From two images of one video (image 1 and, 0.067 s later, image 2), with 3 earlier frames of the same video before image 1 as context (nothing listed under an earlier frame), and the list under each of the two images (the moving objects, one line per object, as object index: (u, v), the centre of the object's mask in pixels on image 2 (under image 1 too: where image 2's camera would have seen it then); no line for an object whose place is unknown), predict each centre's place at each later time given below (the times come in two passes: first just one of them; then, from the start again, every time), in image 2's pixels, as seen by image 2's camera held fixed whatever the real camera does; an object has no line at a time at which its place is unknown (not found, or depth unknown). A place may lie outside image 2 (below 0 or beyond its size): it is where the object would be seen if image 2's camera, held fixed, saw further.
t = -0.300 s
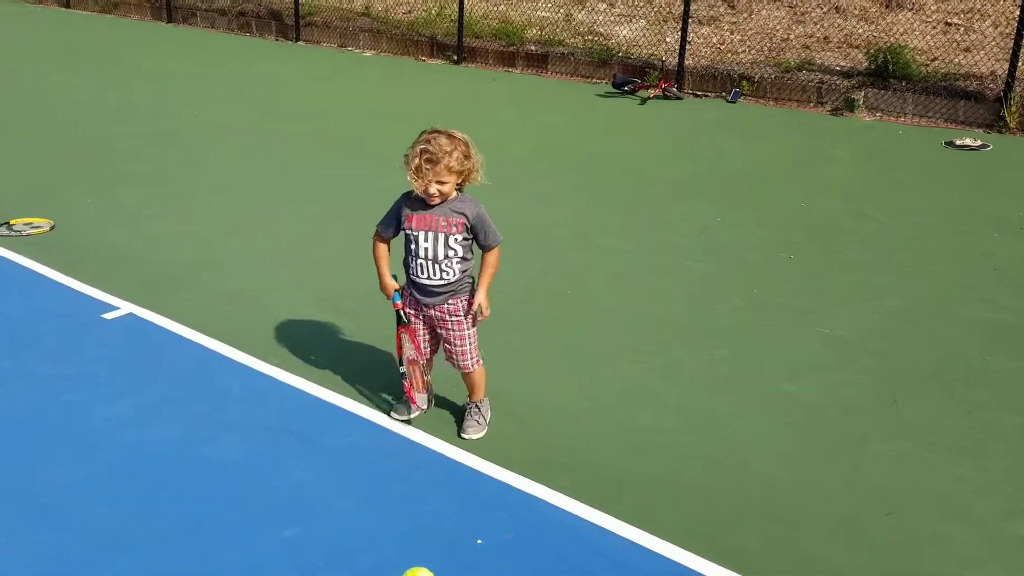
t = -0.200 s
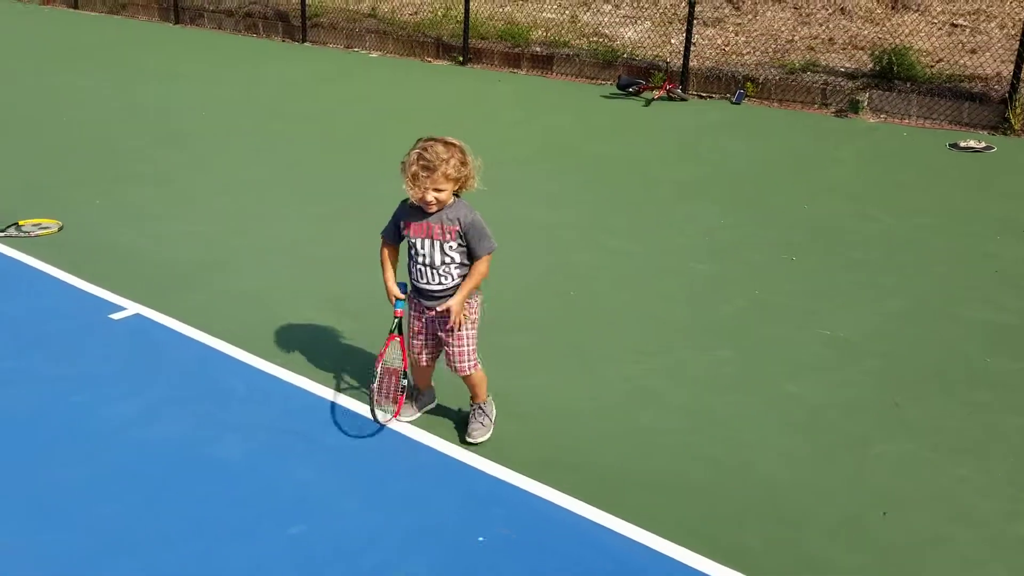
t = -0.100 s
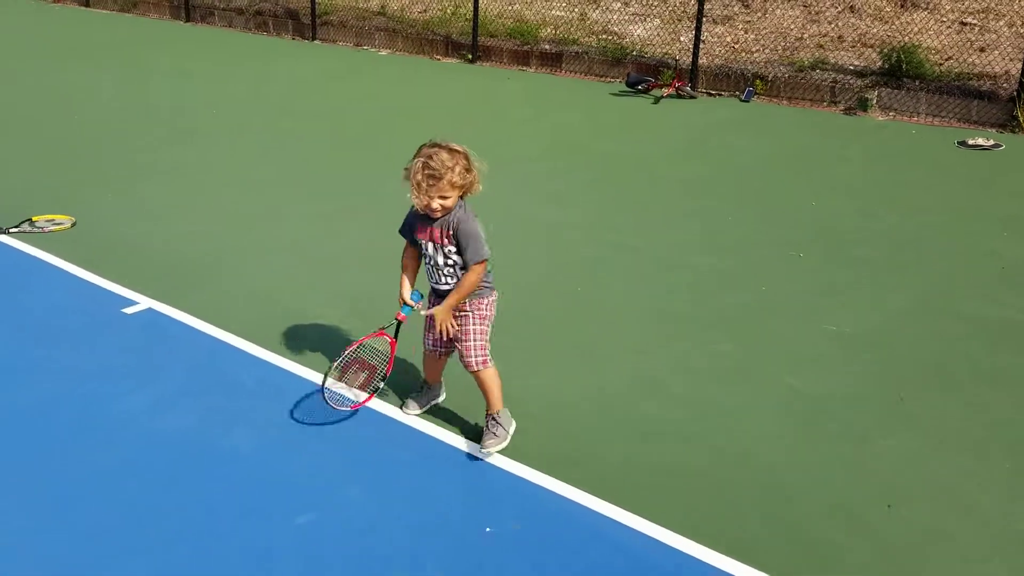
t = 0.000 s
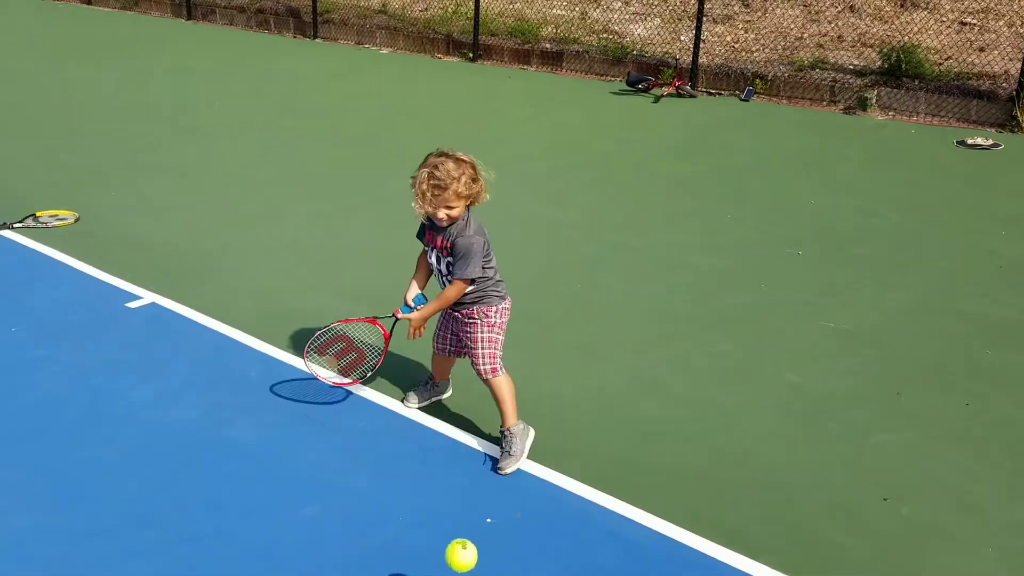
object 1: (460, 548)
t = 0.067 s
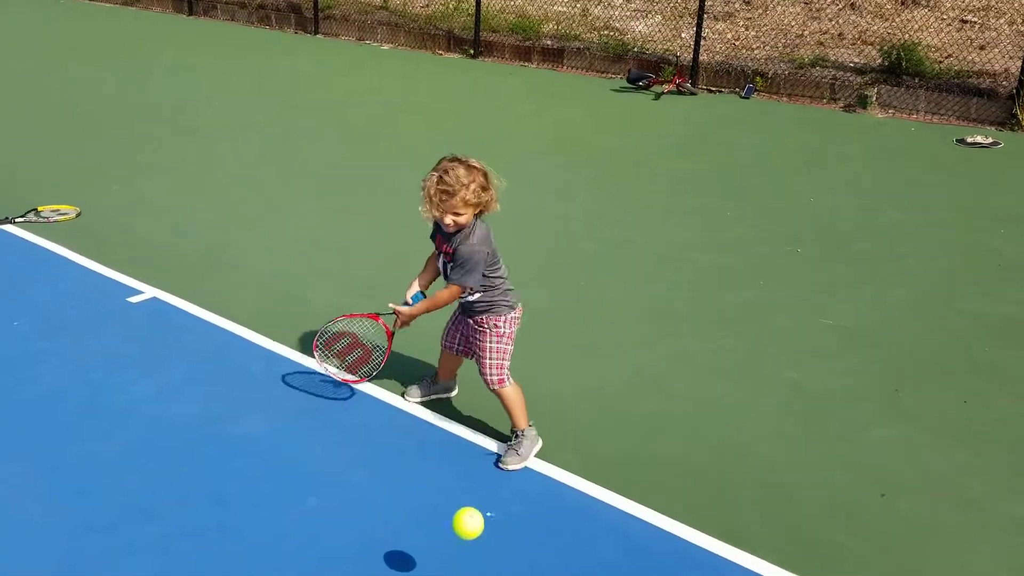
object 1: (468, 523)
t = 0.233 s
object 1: (483, 536)
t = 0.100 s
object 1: (471, 517)
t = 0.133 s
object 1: (475, 515)
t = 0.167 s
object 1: (478, 518)
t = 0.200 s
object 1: (481, 525)
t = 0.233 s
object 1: (483, 536)
